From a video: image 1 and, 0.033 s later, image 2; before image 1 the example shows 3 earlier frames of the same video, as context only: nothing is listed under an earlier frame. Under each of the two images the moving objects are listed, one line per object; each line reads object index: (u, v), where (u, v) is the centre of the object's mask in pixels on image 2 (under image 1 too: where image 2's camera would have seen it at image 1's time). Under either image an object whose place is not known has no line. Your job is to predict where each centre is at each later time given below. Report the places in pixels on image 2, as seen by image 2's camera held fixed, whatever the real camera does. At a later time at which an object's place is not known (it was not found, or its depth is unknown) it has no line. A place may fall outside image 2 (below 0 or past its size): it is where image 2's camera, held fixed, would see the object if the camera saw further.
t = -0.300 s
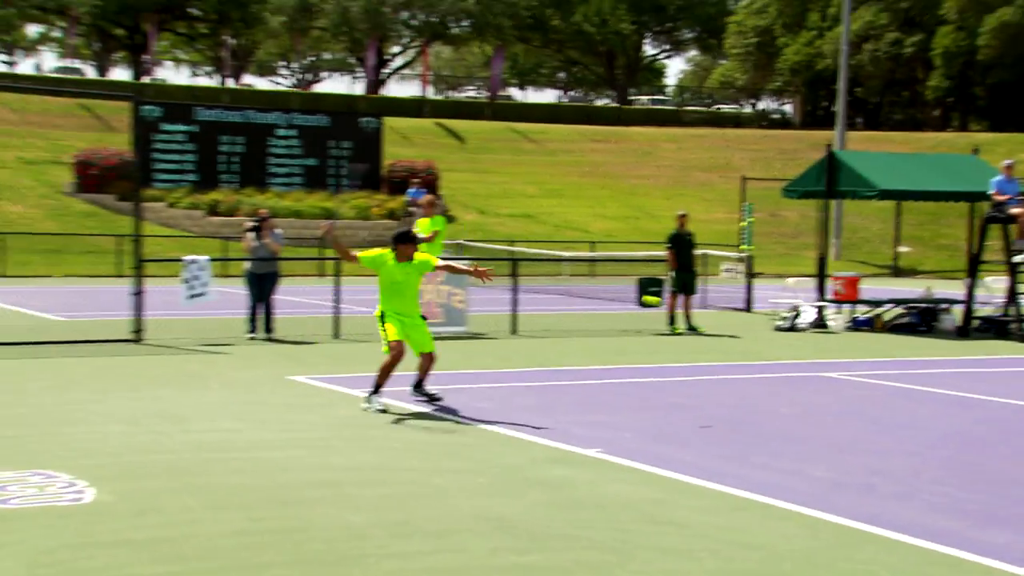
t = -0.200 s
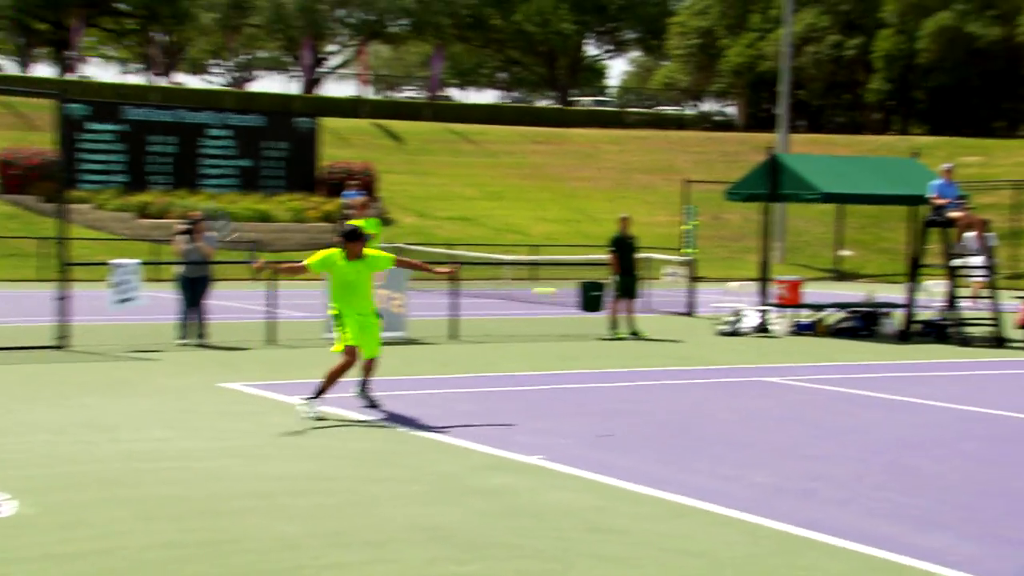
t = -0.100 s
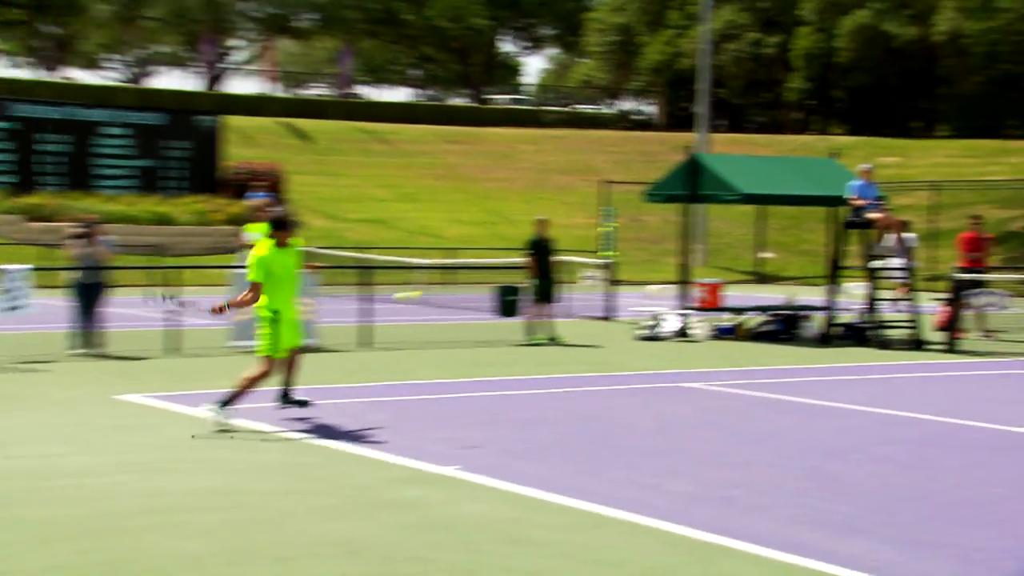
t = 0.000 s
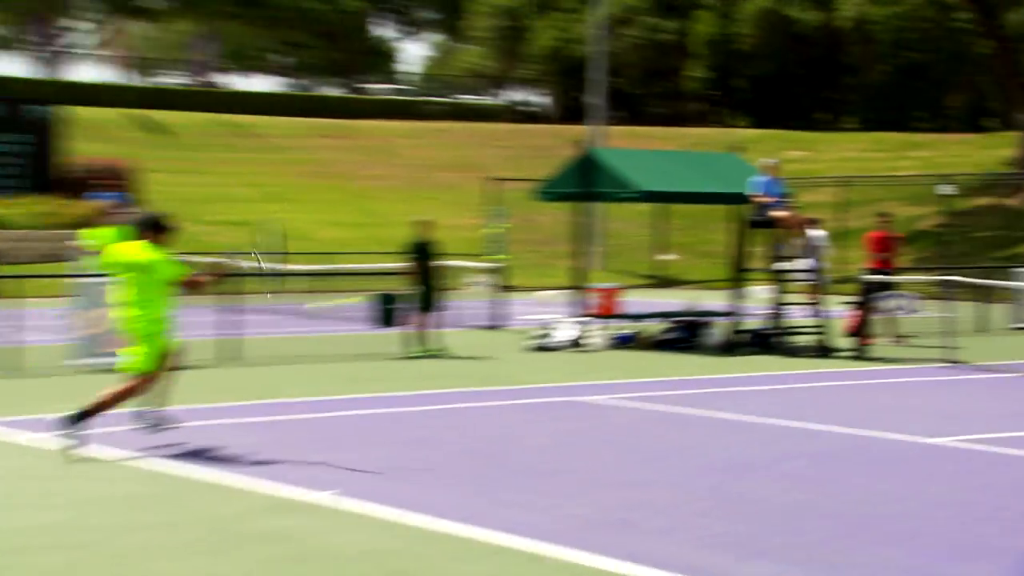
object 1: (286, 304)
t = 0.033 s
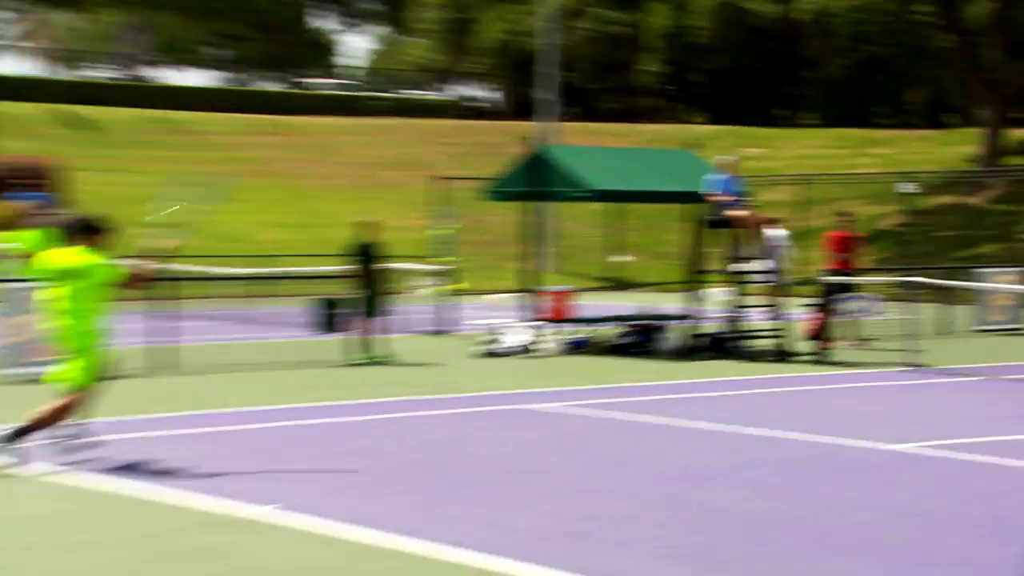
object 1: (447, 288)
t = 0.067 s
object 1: (591, 277)
